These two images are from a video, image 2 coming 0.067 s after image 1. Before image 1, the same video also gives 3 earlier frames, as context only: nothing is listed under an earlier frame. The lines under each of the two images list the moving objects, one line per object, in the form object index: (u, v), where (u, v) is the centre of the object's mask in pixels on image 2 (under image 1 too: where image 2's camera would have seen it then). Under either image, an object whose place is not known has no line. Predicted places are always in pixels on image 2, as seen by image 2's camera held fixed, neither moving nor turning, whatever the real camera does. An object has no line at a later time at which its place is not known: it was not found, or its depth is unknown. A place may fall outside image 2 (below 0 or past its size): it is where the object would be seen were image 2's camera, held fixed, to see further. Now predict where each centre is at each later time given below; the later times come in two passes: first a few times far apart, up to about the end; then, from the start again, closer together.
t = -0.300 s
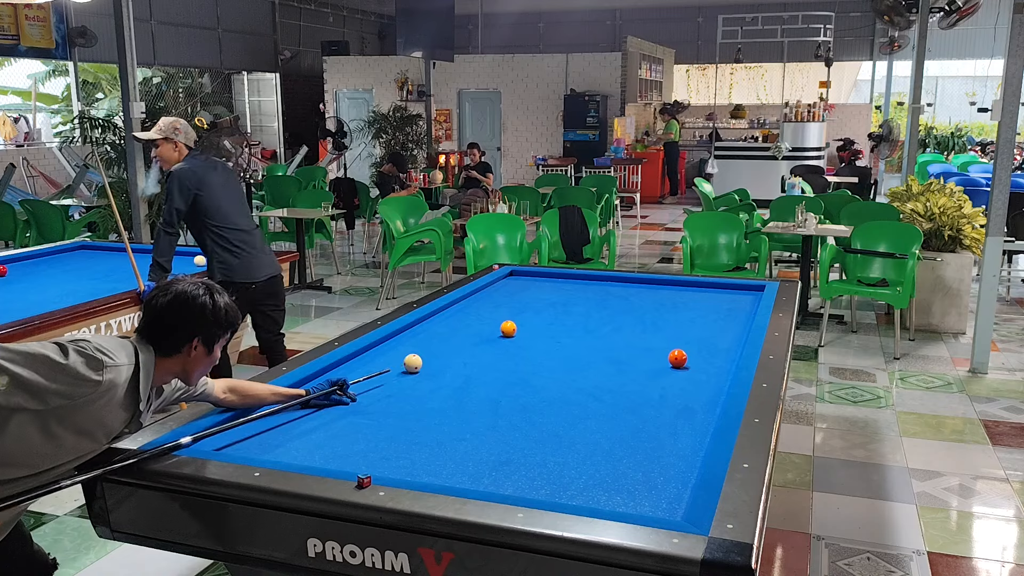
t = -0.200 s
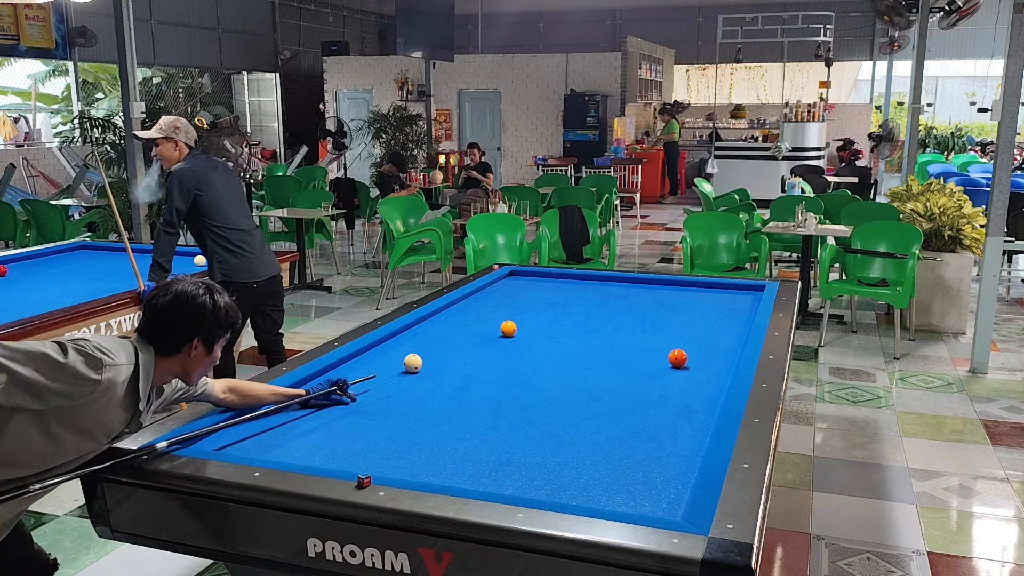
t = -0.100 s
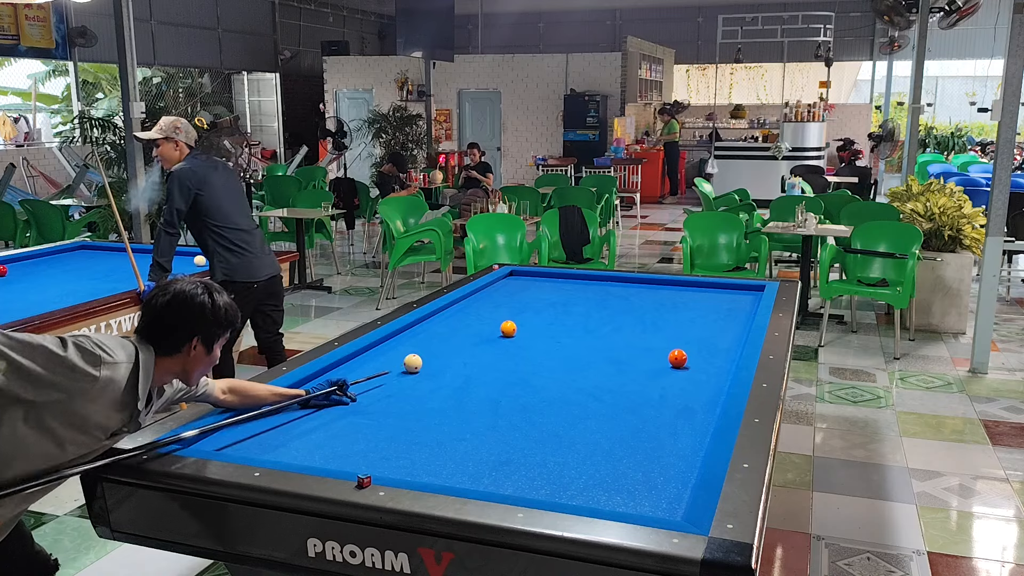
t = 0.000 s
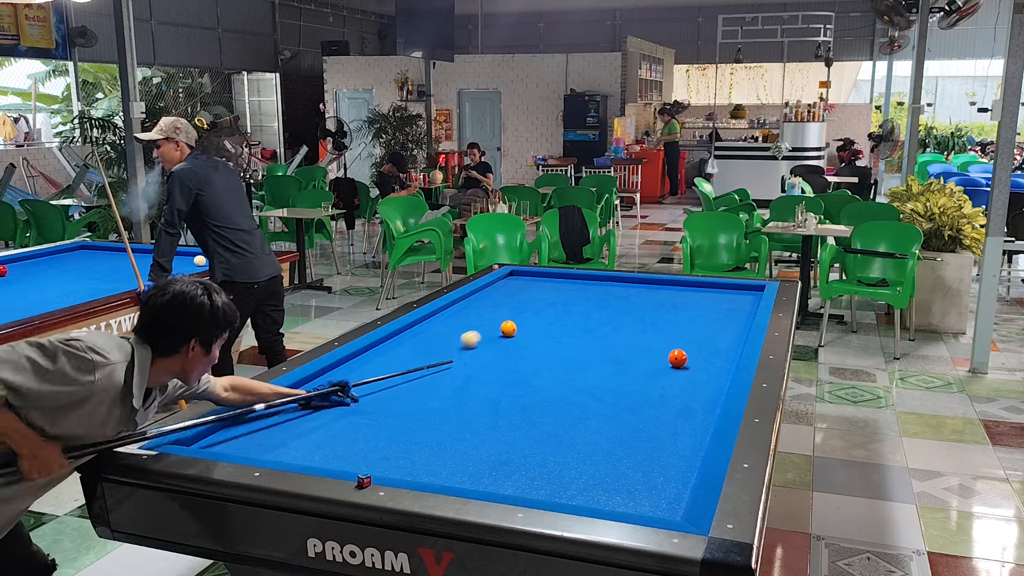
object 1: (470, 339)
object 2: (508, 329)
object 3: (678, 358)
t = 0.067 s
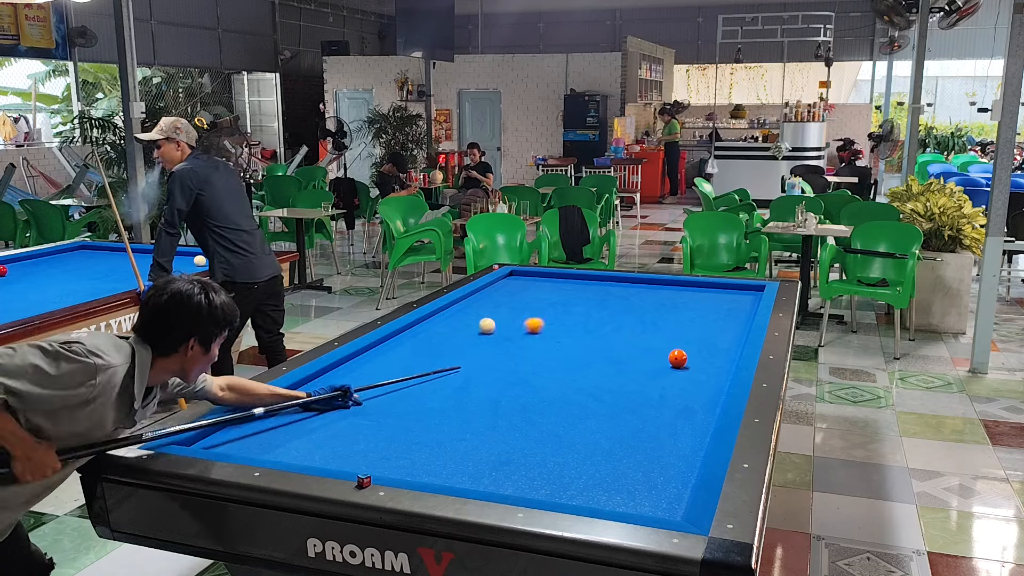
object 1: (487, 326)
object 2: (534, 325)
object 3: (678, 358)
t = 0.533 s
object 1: (537, 282)
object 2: (722, 289)
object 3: (678, 359)
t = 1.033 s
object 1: (622, 300)
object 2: (590, 291)
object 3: (678, 358)
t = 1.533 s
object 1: (727, 335)
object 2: (467, 298)
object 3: (678, 358)
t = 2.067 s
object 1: (667, 355)
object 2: (499, 325)
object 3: (654, 372)
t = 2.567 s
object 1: (618, 358)
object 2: (532, 356)
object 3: (602, 402)
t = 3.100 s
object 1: (568, 362)
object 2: (578, 400)
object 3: (535, 440)
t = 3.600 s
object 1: (524, 365)
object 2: (635, 456)
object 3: (460, 480)
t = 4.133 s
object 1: (479, 368)
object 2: (649, 508)
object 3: (471, 453)
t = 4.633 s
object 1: (439, 371)
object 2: (643, 486)
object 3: (479, 430)
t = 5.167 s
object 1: (399, 374)
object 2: (637, 463)
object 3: (486, 411)
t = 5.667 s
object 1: (364, 377)
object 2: (632, 447)
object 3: (490, 396)
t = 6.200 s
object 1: (330, 379)
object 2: (628, 433)
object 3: (493, 383)
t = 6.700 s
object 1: (314, 381)
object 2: (625, 422)
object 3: (496, 373)
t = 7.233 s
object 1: (322, 383)
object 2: (622, 412)
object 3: (498, 364)
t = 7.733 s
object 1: (329, 385)
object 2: (619, 406)
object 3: (500, 357)
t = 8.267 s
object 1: (334, 385)
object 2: (616, 401)
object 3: (500, 352)
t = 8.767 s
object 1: (335, 386)
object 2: (614, 397)
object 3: (501, 347)
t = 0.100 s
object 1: (481, 321)
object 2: (560, 322)
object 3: (678, 358)
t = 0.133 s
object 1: (475, 317)
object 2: (585, 319)
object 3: (678, 358)
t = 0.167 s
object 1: (470, 313)
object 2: (608, 316)
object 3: (678, 358)
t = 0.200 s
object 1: (466, 309)
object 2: (631, 313)
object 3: (678, 358)
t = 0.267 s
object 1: (459, 302)
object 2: (673, 308)
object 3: (678, 358)
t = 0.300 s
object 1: (468, 299)
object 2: (693, 306)
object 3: (678, 358)
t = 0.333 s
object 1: (480, 296)
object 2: (713, 304)
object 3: (678, 359)
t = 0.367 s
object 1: (491, 293)
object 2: (731, 301)
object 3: (678, 359)
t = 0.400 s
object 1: (501, 291)
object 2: (748, 299)
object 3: (678, 359)
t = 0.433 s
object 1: (511, 288)
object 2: (752, 297)
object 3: (678, 359)
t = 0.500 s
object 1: (529, 284)
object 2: (731, 291)
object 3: (678, 359)
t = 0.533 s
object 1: (537, 282)
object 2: (722, 289)
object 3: (678, 359)
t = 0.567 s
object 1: (545, 279)
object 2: (713, 286)
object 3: (678, 359)
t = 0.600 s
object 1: (553, 277)
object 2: (705, 284)
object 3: (678, 358)
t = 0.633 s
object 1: (561, 275)
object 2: (696, 284)
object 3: (678, 359)
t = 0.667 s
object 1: (566, 276)
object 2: (686, 285)
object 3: (678, 359)
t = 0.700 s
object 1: (570, 278)
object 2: (677, 285)
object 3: (678, 359)
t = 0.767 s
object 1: (579, 283)
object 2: (658, 287)
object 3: (678, 359)
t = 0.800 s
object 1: (584, 285)
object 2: (650, 287)
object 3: (678, 358)
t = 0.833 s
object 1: (589, 287)
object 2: (641, 288)
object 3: (678, 358)
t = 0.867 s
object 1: (594, 289)
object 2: (633, 288)
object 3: (678, 359)
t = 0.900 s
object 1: (599, 292)
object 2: (624, 289)
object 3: (678, 358)
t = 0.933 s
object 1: (604, 294)
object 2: (616, 289)
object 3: (678, 358)
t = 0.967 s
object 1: (610, 296)
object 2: (607, 287)
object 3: (678, 358)
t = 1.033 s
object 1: (622, 300)
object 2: (590, 291)
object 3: (678, 358)
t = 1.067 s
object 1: (628, 302)
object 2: (582, 291)
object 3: (678, 358)
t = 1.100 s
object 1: (634, 304)
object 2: (574, 291)
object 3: (678, 358)
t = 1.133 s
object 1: (640, 306)
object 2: (565, 292)
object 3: (678, 358)
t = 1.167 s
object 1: (647, 308)
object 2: (556, 292)
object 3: (678, 358)
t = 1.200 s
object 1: (653, 311)
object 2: (548, 293)
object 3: (678, 358)
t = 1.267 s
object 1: (667, 315)
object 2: (531, 294)
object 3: (678, 358)
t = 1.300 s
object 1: (674, 317)
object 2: (522, 294)
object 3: (678, 358)
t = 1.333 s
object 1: (681, 320)
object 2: (513, 295)
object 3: (678, 359)
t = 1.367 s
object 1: (688, 322)
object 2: (505, 296)
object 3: (678, 359)
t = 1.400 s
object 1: (696, 325)
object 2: (496, 296)
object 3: (678, 358)
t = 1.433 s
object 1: (703, 327)
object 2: (487, 296)
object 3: (678, 358)
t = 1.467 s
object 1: (711, 330)
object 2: (478, 297)
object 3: (678, 358)
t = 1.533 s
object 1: (727, 335)
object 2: (467, 298)
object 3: (678, 358)
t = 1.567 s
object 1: (735, 338)
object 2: (470, 299)
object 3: (678, 358)
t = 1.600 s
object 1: (738, 340)
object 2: (473, 301)
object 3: (678, 358)
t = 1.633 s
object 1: (730, 342)
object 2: (476, 305)
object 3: (678, 358)
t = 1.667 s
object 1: (722, 344)
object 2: (477, 305)
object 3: (678, 358)
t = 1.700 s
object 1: (715, 346)
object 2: (479, 307)
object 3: (678, 359)
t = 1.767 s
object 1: (702, 349)
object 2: (483, 310)
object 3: (678, 358)
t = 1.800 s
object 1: (696, 351)
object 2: (484, 311)
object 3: (678, 358)
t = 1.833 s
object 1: (691, 352)
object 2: (486, 313)
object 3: (678, 359)
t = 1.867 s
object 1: (687, 353)
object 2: (488, 315)
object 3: (675, 360)
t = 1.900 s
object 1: (684, 353)
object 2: (490, 316)
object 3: (671, 362)
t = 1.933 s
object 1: (680, 353)
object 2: (491, 318)
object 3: (668, 364)
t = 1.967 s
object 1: (677, 354)
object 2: (493, 320)
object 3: (664, 366)
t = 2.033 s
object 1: (670, 354)
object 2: (497, 323)
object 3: (657, 370)
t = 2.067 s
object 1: (667, 355)
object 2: (499, 325)
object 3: (654, 372)
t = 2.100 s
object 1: (663, 355)
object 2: (501, 327)
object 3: (651, 374)
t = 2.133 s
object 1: (660, 355)
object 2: (503, 329)
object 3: (648, 376)
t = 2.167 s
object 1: (657, 355)
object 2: (505, 331)
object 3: (644, 377)
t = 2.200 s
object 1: (653, 355)
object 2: (507, 333)
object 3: (641, 379)
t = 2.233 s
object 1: (650, 356)
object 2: (509, 335)
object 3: (638, 381)
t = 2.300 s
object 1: (644, 356)
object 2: (513, 339)
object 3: (631, 385)
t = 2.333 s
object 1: (640, 356)
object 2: (516, 341)
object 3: (628, 387)
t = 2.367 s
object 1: (637, 357)
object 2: (518, 343)
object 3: (624, 389)
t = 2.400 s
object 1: (634, 357)
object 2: (520, 345)
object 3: (620, 391)
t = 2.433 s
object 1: (630, 357)
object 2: (522, 347)
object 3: (617, 393)
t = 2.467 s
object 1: (627, 357)
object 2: (525, 350)
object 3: (613, 395)
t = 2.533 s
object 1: (621, 358)
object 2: (530, 354)
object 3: (606, 400)
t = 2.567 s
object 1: (618, 358)
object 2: (532, 356)
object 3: (602, 402)
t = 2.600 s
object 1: (615, 358)
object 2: (534, 359)
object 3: (598, 404)
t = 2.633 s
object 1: (611, 358)
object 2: (537, 361)
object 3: (594, 406)
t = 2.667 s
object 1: (608, 358)
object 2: (540, 364)
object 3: (591, 408)
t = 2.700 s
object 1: (605, 359)
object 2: (542, 366)
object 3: (587, 410)
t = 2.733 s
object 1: (602, 359)
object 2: (545, 369)
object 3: (583, 413)
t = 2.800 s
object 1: (596, 359)
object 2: (550, 374)
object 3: (575, 417)
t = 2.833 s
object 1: (593, 360)
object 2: (553, 377)
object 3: (570, 420)
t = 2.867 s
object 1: (590, 360)
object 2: (556, 379)
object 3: (566, 422)
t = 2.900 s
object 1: (587, 360)
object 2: (559, 382)
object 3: (562, 425)
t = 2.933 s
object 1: (583, 361)
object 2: (562, 385)
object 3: (558, 427)
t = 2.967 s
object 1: (580, 361)
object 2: (565, 388)
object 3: (553, 430)
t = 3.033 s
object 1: (574, 361)
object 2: (571, 394)
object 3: (545, 435)
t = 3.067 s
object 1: (571, 361)
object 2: (575, 397)
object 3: (540, 438)
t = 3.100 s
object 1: (568, 362)
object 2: (578, 400)
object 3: (535, 440)
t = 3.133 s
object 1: (565, 362)
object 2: (581, 403)
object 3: (531, 443)
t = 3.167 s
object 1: (562, 362)
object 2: (585, 406)
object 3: (526, 446)
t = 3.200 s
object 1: (559, 362)
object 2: (588, 410)
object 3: (521, 448)
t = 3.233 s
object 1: (556, 362)
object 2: (592, 414)
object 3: (516, 451)
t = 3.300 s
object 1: (550, 363)
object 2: (599, 420)
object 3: (507, 457)
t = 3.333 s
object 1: (547, 363)
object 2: (603, 424)
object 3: (502, 460)
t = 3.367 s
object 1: (544, 363)
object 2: (606, 428)
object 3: (497, 463)
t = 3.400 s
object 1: (541, 363)
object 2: (610, 431)
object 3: (491, 466)
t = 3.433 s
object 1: (538, 364)
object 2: (614, 435)
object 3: (486, 469)
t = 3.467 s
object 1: (535, 364)
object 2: (618, 439)
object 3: (481, 472)
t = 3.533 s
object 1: (530, 364)
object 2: (627, 447)
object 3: (470, 478)
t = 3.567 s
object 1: (526, 365)
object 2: (631, 451)
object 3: (465, 479)
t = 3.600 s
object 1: (524, 365)
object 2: (635, 456)
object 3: (460, 480)
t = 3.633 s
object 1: (521, 365)
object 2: (640, 459)
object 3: (461, 479)
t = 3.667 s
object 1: (518, 365)
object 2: (644, 464)
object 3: (462, 478)
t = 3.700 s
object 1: (515, 365)
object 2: (649, 468)
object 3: (463, 476)
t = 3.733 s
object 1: (512, 366)
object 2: (654, 472)
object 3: (463, 475)
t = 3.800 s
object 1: (506, 366)
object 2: (664, 481)
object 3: (465, 472)
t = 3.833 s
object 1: (504, 366)
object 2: (669, 486)
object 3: (465, 470)
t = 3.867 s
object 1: (501, 366)
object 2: (674, 491)
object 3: (466, 468)
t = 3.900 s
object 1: (498, 366)
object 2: (679, 496)
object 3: (467, 466)
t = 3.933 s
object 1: (495, 366)
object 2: (675, 499)
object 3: (468, 464)
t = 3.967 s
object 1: (492, 367)
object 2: (669, 502)
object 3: (468, 462)
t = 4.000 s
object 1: (490, 367)
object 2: (664, 504)
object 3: (469, 461)
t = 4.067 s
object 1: (484, 368)
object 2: (655, 507)
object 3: (470, 457)
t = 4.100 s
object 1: (481, 368)
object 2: (650, 508)
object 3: (470, 455)
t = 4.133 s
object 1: (479, 368)
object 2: (649, 508)
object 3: (471, 453)
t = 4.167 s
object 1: (476, 368)
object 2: (648, 506)
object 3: (472, 452)
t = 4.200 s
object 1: (473, 368)
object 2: (648, 505)
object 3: (472, 450)
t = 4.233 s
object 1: (471, 368)
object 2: (647, 504)
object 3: (473, 448)
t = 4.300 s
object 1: (465, 369)
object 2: (646, 502)
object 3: (474, 445)
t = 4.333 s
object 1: (463, 369)
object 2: (646, 501)
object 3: (475, 444)
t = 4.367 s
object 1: (460, 369)
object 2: (646, 500)
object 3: (475, 442)
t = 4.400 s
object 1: (458, 370)
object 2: (646, 499)
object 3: (476, 441)
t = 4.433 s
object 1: (455, 370)
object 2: (645, 495)
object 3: (477, 439)
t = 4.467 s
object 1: (452, 370)
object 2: (645, 493)
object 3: (477, 438)
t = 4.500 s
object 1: (450, 370)
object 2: (644, 492)
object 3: (477, 436)
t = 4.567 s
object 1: (444, 371)
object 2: (643, 489)
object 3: (478, 433)
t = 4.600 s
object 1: (442, 371)
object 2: (643, 487)
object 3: (479, 432)
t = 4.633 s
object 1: (439, 371)
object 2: (643, 486)
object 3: (479, 430)
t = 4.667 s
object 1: (436, 371)
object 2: (642, 484)
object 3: (480, 429)
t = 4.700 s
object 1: (434, 371)
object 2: (642, 482)
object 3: (480, 428)
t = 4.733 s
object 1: (431, 372)
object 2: (642, 481)
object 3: (481, 427)
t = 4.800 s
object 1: (426, 372)
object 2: (641, 478)
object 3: (481, 424)
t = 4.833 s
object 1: (423, 372)
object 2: (640, 477)
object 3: (482, 423)
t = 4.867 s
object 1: (421, 372)
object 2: (640, 475)
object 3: (482, 421)
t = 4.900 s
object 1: (419, 373)
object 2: (640, 473)
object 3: (483, 420)
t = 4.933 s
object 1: (416, 373)
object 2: (639, 473)
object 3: (483, 419)
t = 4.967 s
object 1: (414, 373)
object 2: (639, 471)
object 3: (483, 418)
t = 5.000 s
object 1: (411, 373)
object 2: (638, 470)
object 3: (484, 417)
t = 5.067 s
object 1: (406, 373)
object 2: (638, 467)
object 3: (484, 414)
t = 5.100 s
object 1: (404, 373)
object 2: (637, 466)
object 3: (485, 413)
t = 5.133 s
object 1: (402, 374)
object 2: (637, 464)
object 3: (485, 412)
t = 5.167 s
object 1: (399, 374)
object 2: (637, 463)
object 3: (486, 411)
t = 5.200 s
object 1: (397, 374)
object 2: (636, 462)
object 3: (486, 410)
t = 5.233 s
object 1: (394, 375)
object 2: (636, 460)
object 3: (486, 409)
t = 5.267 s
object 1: (392, 375)
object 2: (636, 459)
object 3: (487, 408)
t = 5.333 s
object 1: (387, 375)
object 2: (635, 458)
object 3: (487, 406)
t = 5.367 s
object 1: (385, 375)
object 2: (635, 456)
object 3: (488, 405)
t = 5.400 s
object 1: (382, 375)
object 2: (635, 456)
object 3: (488, 404)
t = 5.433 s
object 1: (380, 375)
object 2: (634, 454)
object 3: (488, 403)
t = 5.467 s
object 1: (378, 376)
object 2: (634, 453)
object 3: (489, 402)
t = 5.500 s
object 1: (375, 376)
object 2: (634, 452)
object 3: (489, 401)
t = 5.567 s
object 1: (371, 376)
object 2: (633, 449)
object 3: (489, 399)
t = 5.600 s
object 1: (369, 377)
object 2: (633, 449)
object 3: (490, 398)
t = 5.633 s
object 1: (366, 376)
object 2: (633, 448)
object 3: (490, 397)
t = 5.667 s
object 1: (364, 377)
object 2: (632, 447)
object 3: (490, 396)
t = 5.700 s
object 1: (362, 377)
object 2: (632, 446)
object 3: (490, 395)
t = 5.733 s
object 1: (360, 377)
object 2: (632, 445)
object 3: (491, 394)
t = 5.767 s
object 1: (357, 377)
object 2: (632, 443)
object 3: (491, 394)
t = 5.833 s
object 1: (353, 378)
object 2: (631, 442)
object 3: (491, 392)
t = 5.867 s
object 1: (351, 378)
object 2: (631, 441)
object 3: (492, 391)
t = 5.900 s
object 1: (349, 378)
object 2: (631, 440)
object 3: (492, 390)
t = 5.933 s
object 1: (347, 378)
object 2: (630, 439)
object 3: (492, 389)
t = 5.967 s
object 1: (344, 378)
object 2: (630, 438)
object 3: (492, 388)
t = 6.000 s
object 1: (342, 378)
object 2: (630, 438)
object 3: (492, 388)
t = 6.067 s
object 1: (338, 379)
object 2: (629, 436)
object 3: (493, 386)
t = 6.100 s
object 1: (336, 379)
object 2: (629, 435)
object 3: (493, 385)
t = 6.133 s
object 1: (334, 379)
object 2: (629, 434)
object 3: (493, 384)
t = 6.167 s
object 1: (332, 379)
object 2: (629, 434)
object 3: (493, 384)
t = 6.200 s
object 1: (330, 379)
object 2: (628, 433)
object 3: (493, 383)
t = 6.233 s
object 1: (327, 379)
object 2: (628, 432)
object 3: (494, 382)
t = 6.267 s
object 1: (325, 379)
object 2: (628, 431)
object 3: (494, 381)
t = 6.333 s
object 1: (321, 379)
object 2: (628, 429)
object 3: (494, 380)
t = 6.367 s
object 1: (319, 380)
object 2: (627, 429)
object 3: (494, 380)
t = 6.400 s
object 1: (317, 380)
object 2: (627, 429)
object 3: (494, 379)
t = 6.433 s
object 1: (315, 380)
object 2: (627, 428)
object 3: (495, 378)
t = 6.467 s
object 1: (313, 380)
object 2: (627, 427)
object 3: (495, 377)
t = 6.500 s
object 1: (312, 380)
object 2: (626, 426)
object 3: (495, 377)
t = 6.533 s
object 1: (311, 380)
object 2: (626, 425)
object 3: (495, 376)
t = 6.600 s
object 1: (312, 381)
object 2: (626, 424)
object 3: (495, 375)
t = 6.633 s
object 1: (313, 381)
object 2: (626, 424)
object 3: (495, 374)
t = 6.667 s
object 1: (313, 381)
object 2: (625, 423)
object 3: (496, 374)
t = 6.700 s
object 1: (314, 381)
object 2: (625, 422)
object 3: (496, 373)
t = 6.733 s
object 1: (314, 382)
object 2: (625, 421)
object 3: (496, 372)
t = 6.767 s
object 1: (315, 382)
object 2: (625, 421)
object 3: (496, 372)
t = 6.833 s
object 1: (316, 382)
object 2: (624, 420)
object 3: (496, 371)
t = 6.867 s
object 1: (317, 382)
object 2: (624, 419)
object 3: (497, 370)
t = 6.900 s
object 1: (317, 382)
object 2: (624, 418)
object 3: (497, 369)
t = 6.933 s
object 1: (318, 382)
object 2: (624, 418)
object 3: (497, 369)
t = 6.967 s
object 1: (318, 382)
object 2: (623, 417)
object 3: (497, 368)
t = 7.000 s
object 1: (319, 382)
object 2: (623, 416)
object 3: (497, 368)
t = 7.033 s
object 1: (319, 383)
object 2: (623, 416)
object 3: (497, 367)
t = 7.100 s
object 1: (320, 383)
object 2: (622, 415)
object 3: (498, 366)
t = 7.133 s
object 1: (321, 383)
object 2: (622, 414)
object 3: (498, 366)
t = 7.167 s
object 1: (322, 383)
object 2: (622, 414)
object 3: (498, 365)
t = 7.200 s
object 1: (322, 383)
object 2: (622, 413)
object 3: (498, 365)
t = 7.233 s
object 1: (322, 383)
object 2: (622, 412)
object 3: (498, 364)
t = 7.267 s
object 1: (323, 384)
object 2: (622, 412)
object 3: (498, 364)
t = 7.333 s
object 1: (324, 384)
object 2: (621, 411)
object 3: (499, 363)
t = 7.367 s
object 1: (324, 384)
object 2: (621, 411)
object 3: (499, 362)
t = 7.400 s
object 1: (325, 384)
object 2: (621, 411)
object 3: (499, 362)
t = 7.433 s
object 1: (325, 384)
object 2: (621, 410)
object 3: (499, 361)
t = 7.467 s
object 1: (326, 384)
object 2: (620, 409)
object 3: (499, 361)
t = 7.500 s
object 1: (326, 384)
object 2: (620, 409)
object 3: (499, 360)
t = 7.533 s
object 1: (327, 384)
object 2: (620, 409)
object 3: (499, 360)
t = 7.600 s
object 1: (328, 384)
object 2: (620, 408)
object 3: (500, 359)
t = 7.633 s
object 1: (328, 384)
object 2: (620, 407)
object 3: (500, 359)
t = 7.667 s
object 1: (328, 385)
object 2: (620, 407)
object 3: (500, 358)
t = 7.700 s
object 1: (329, 384)
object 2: (619, 407)
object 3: (500, 358)
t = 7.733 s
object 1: (329, 385)
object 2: (619, 406)
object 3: (500, 357)
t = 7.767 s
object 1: (329, 385)
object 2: (619, 406)
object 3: (500, 357)
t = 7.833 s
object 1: (330, 385)
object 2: (619, 405)
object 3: (500, 356)
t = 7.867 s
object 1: (330, 385)
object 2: (619, 405)
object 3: (500, 356)
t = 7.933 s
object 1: (331, 385)
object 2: (618, 404)
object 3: (500, 355)
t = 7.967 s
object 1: (331, 385)
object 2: (618, 403)
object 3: (500, 355)
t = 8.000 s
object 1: (331, 385)
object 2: (618, 403)
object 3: (500, 354)
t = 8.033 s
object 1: (332, 385)
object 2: (618, 403)
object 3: (500, 354)
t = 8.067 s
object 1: (332, 385)
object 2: (618, 402)
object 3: (500, 354)
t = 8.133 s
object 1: (333, 385)
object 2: (617, 402)
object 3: (500, 353)
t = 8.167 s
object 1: (333, 385)
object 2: (617, 401)
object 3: (500, 353)
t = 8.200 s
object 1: (333, 385)
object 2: (617, 401)
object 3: (500, 352)
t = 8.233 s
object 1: (334, 385)
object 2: (617, 401)
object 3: (500, 352)
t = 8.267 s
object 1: (334, 385)
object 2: (616, 401)
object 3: (500, 352)
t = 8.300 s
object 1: (334, 385)
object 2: (616, 400)
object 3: (500, 351)
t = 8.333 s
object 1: (334, 385)
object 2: (616, 400)
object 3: (500, 351)
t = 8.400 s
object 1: (334, 385)
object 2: (616, 399)
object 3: (500, 351)
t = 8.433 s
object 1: (335, 385)
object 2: (615, 399)
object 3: (500, 350)
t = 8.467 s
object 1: (335, 385)
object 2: (615, 399)
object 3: (500, 350)
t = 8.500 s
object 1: (335, 385)
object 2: (615, 399)
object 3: (500, 349)
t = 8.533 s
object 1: (335, 386)
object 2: (615, 398)
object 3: (500, 349)
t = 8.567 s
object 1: (335, 386)
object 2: (615, 398)
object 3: (500, 349)
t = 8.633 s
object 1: (335, 386)
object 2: (615, 398)
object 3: (500, 348)
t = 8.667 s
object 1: (336, 386)
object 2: (614, 397)
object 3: (500, 348)
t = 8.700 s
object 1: (336, 386)
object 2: (614, 397)
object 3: (501, 348)
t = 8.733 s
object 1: (336, 385)
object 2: (614, 397)
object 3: (501, 348)
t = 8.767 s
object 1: (335, 386)
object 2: (614, 397)
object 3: (501, 347)
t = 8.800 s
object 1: (335, 386)
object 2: (614, 396)
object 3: (501, 347)
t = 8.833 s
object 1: (335, 385)
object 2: (614, 396)
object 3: (501, 347)
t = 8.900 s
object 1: (335, 385)
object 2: (614, 396)
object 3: (501, 346)
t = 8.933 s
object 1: (335, 385)
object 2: (614, 396)
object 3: (501, 346)
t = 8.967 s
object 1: (335, 385)
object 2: (614, 396)
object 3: (501, 346)
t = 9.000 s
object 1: (335, 385)
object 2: (614, 395)
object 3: (501, 346)
